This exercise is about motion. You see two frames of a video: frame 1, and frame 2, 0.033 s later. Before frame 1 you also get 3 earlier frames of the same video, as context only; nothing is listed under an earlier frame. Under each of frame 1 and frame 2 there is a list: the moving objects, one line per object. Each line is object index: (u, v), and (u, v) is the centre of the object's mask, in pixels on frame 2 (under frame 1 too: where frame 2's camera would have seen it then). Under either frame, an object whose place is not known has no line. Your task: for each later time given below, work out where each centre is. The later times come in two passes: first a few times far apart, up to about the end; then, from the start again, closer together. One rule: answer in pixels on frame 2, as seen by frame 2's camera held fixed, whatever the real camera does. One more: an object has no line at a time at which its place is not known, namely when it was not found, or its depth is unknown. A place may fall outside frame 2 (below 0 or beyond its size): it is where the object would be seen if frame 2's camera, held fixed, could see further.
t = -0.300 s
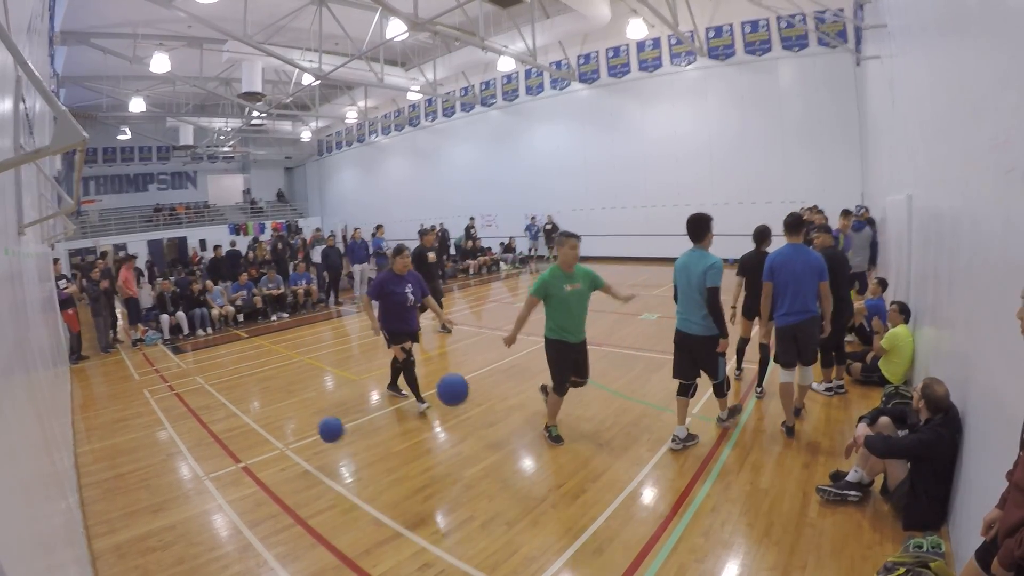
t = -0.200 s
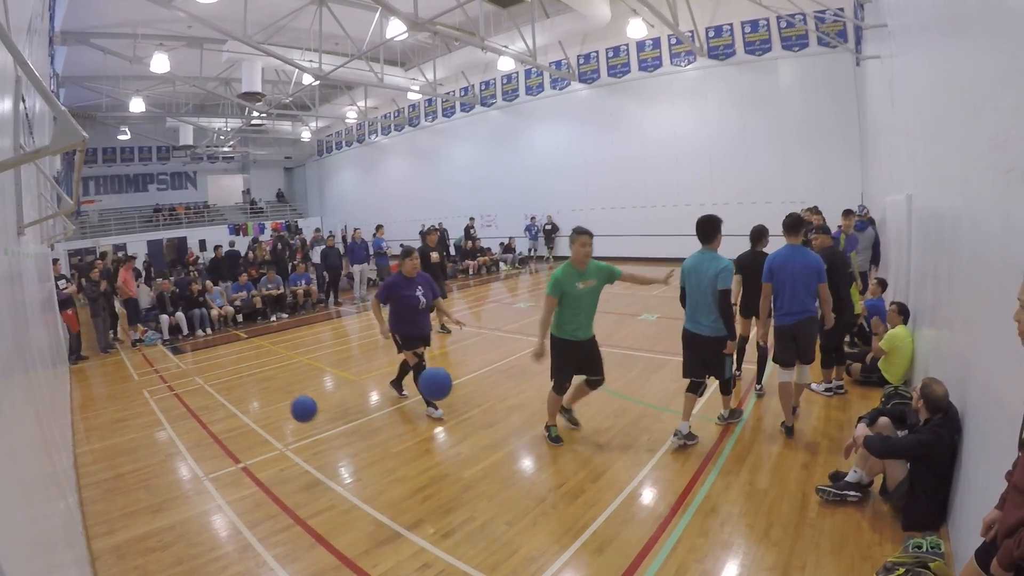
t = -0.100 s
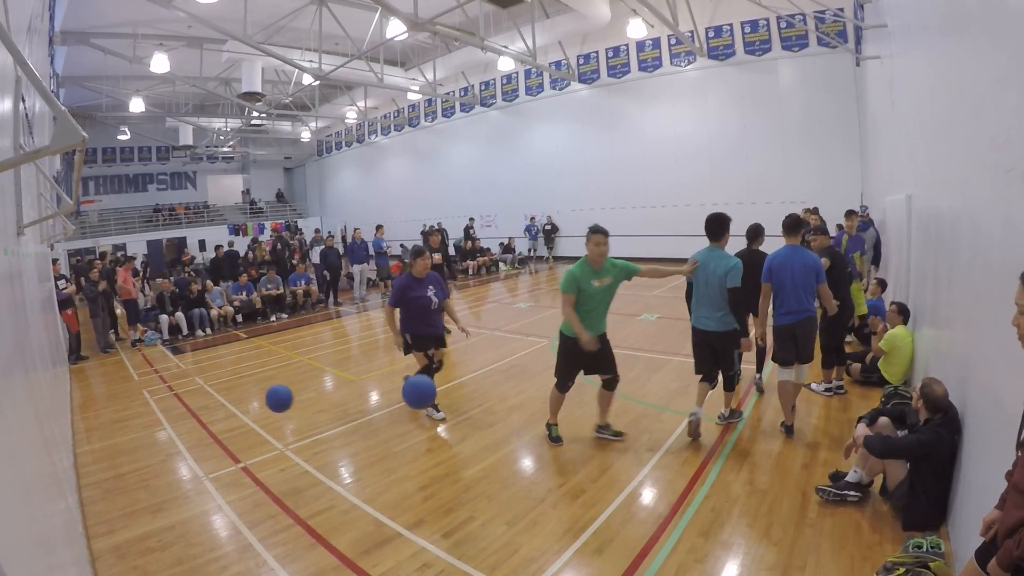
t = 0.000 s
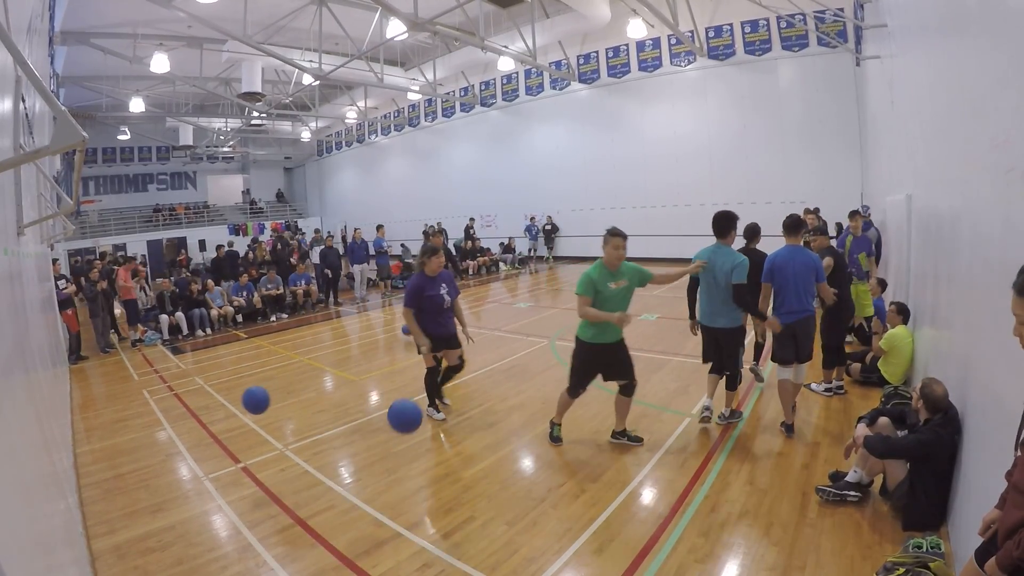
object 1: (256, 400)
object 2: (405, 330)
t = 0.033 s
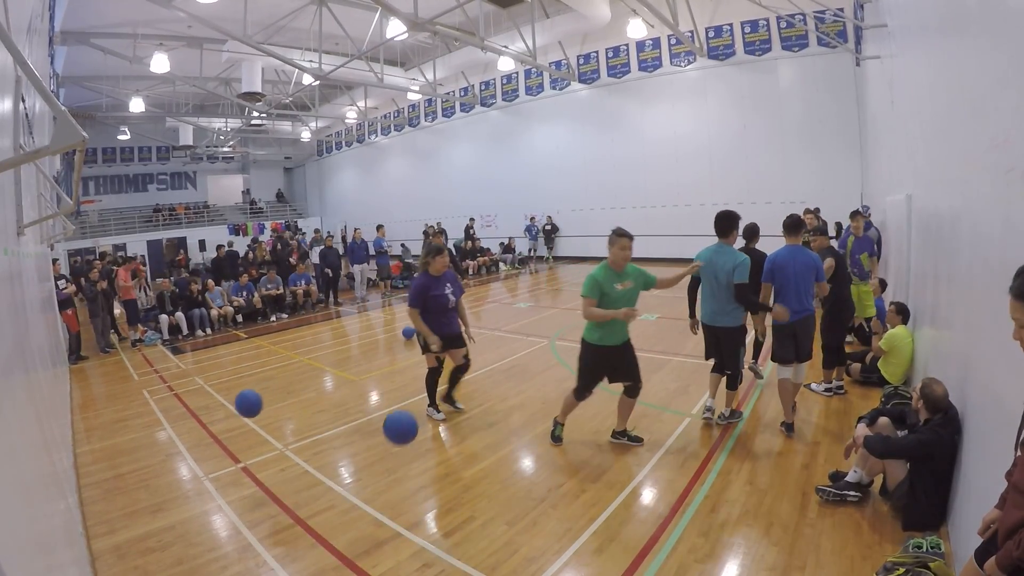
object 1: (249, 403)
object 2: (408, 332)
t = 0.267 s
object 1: (210, 466)
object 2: (410, 318)
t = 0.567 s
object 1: (142, 467)
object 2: (414, 328)
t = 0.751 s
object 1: (112, 500)
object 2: (416, 331)
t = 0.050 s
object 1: (245, 406)
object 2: (408, 330)
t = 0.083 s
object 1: (239, 411)
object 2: (408, 326)
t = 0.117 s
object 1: (233, 419)
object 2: (408, 323)
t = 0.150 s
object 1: (227, 427)
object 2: (408, 321)
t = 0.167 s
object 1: (224, 431)
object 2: (408, 320)
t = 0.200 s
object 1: (219, 441)
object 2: (409, 319)
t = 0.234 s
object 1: (215, 452)
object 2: (409, 318)
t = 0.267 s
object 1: (210, 466)
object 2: (410, 318)
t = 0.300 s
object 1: (206, 480)
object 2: (409, 319)
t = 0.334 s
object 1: (200, 484)
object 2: (410, 320)
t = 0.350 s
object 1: (195, 481)
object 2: (411, 321)
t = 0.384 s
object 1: (186, 475)
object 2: (411, 323)
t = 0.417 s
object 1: (177, 471)
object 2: (412, 324)
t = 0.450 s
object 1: (169, 468)
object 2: (413, 329)
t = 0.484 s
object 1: (161, 466)
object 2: (413, 332)
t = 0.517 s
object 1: (153, 466)
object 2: (413, 330)
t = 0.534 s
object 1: (150, 466)
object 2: (414, 329)
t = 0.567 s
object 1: (142, 467)
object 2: (414, 328)
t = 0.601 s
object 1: (136, 470)
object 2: (414, 327)
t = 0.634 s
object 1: (130, 475)
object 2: (414, 326)
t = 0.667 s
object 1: (124, 480)
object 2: (415, 327)
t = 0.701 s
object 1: (119, 487)
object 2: (415, 328)
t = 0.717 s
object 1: (117, 491)
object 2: (415, 329)
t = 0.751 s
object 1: (112, 500)
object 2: (416, 331)
